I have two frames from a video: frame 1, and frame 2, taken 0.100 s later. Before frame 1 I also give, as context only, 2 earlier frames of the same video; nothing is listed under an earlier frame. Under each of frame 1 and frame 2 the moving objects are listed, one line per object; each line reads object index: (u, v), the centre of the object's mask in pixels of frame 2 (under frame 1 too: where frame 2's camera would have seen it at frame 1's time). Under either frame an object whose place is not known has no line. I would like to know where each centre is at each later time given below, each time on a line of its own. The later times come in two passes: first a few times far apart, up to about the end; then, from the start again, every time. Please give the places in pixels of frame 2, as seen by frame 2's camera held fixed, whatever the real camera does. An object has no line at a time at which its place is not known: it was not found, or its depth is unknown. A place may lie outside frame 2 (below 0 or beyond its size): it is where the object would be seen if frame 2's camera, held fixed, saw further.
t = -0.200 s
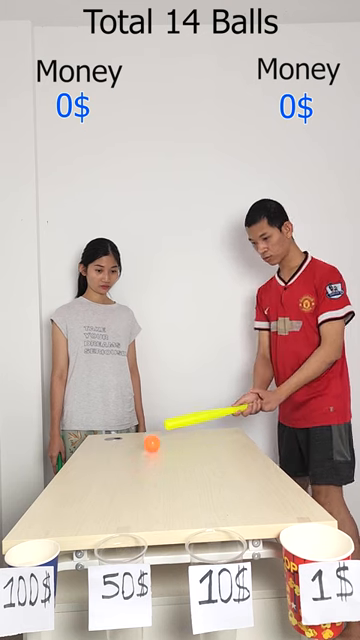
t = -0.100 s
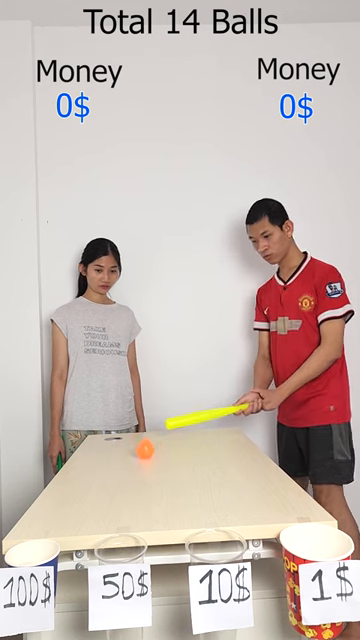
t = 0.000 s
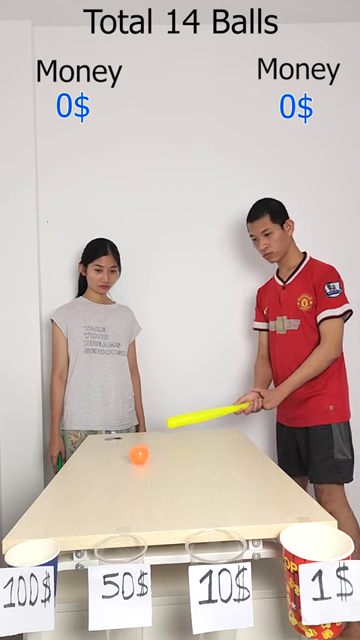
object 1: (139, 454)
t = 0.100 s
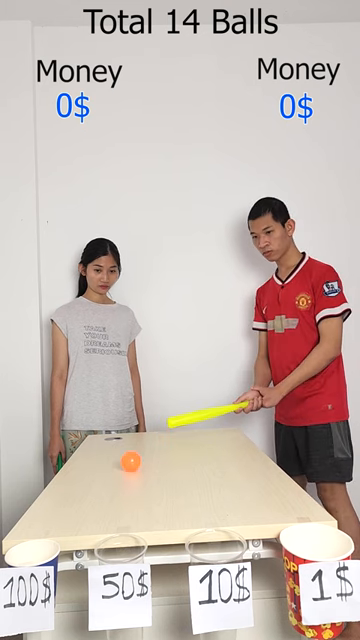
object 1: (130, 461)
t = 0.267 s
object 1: (114, 472)
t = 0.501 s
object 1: (83, 491)
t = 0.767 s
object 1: (28, 520)
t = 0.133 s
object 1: (129, 462)
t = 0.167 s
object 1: (125, 465)
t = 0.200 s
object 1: (122, 467)
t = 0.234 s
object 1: (118, 469)
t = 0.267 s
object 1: (114, 472)
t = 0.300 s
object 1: (110, 476)
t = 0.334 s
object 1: (107, 477)
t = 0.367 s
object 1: (102, 480)
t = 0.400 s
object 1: (98, 483)
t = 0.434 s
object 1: (93, 486)
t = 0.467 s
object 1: (87, 489)
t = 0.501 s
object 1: (83, 491)
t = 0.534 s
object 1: (78, 495)
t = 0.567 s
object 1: (71, 498)
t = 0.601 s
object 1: (65, 501)
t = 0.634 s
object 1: (57, 505)
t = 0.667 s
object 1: (52, 507)
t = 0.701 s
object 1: (45, 511)
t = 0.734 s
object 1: (37, 515)
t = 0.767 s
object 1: (28, 520)
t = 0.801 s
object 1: (18, 524)
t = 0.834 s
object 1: (11, 530)
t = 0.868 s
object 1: (7, 535)
